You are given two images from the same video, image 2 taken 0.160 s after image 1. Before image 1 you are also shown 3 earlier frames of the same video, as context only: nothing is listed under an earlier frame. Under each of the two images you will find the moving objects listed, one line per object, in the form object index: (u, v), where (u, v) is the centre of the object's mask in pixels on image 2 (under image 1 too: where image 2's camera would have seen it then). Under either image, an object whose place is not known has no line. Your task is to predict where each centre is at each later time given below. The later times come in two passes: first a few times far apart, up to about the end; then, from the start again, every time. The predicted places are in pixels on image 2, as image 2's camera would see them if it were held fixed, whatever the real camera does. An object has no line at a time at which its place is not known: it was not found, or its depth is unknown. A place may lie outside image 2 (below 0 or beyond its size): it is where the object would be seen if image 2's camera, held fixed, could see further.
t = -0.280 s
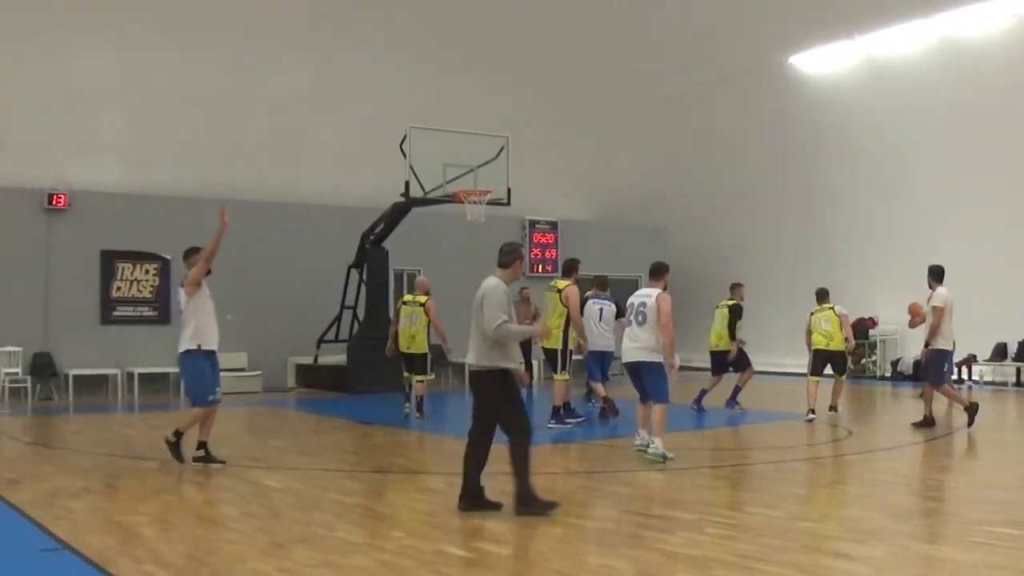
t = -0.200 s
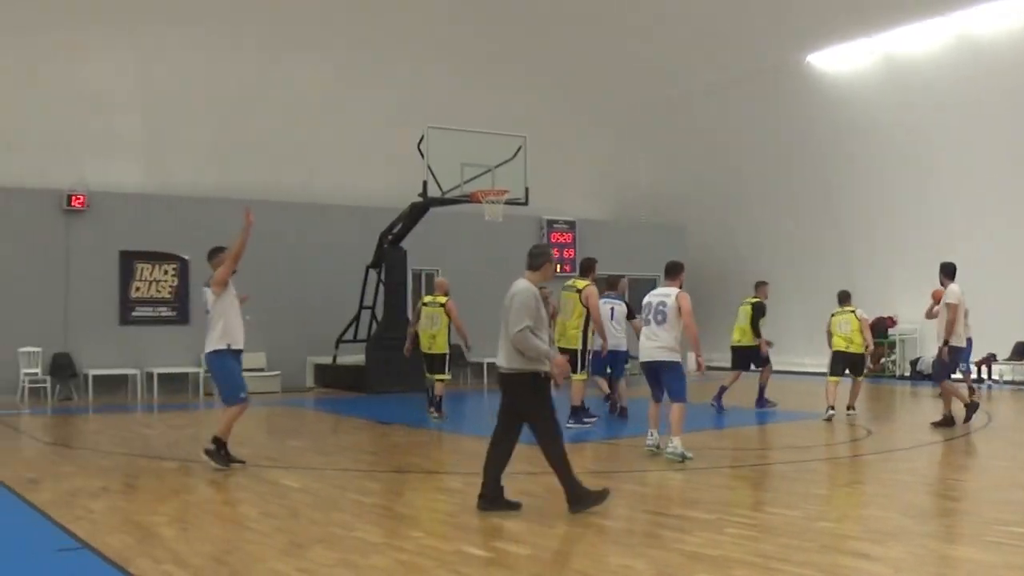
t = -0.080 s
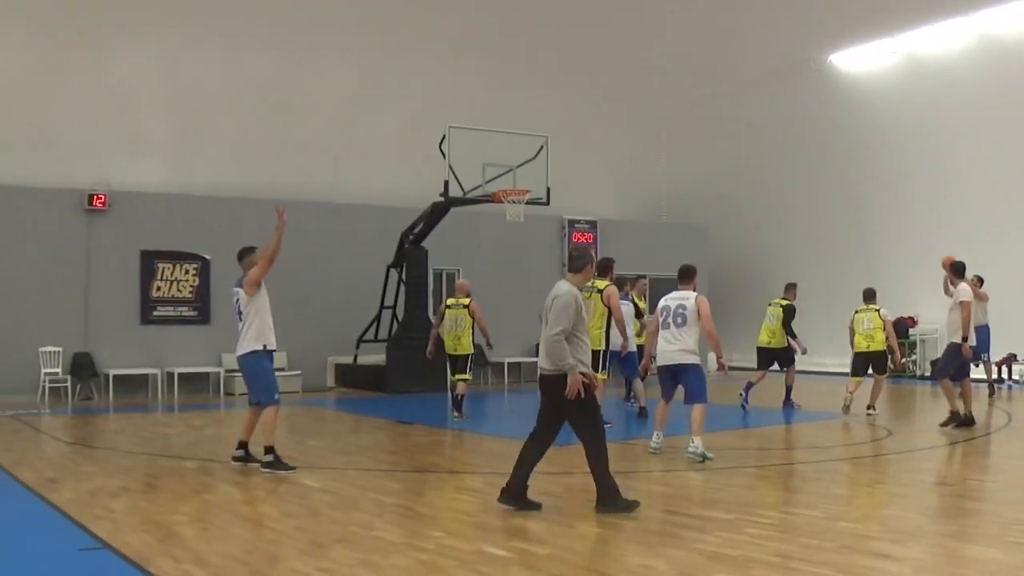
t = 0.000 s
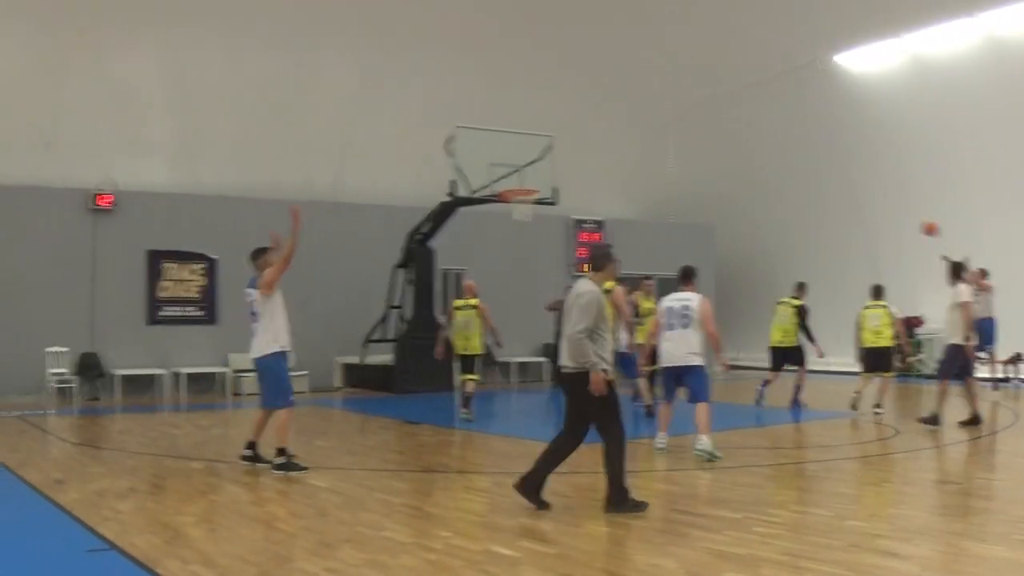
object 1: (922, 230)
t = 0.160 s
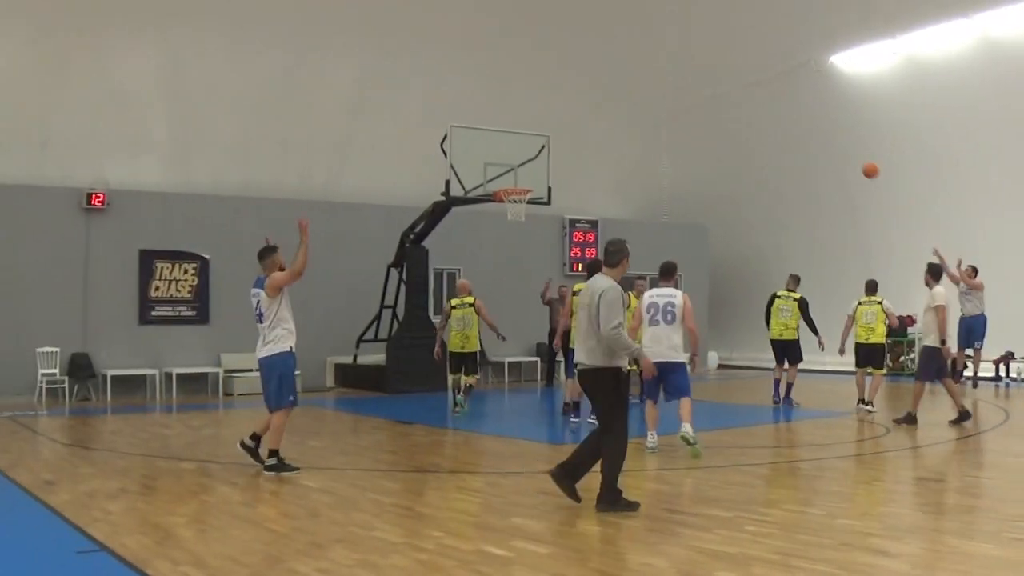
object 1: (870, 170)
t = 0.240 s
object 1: (845, 146)
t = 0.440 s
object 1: (779, 106)
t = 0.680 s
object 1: (696, 94)
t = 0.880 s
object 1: (628, 113)
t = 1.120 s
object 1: (546, 174)
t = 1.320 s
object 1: (575, 174)
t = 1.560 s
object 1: (639, 194)
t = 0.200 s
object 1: (858, 158)
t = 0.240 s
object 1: (845, 146)
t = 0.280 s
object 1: (832, 136)
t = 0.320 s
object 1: (819, 127)
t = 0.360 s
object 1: (805, 119)
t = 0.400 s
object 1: (792, 112)
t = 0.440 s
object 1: (779, 106)
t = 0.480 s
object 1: (765, 102)
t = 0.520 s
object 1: (751, 98)
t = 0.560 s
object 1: (738, 95)
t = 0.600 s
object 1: (724, 93)
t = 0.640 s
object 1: (711, 93)
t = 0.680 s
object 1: (696, 94)
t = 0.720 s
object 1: (683, 95)
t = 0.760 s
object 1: (669, 98)
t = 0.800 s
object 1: (656, 102)
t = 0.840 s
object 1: (642, 108)
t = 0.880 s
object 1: (628, 113)
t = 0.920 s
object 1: (614, 121)
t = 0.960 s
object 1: (600, 129)
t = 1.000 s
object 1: (587, 138)
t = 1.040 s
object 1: (573, 149)
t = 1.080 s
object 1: (559, 161)
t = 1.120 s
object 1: (546, 174)
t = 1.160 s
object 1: (536, 184)
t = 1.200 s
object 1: (545, 180)
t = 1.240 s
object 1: (555, 177)
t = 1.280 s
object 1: (565, 175)
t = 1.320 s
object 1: (575, 174)
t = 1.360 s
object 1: (586, 174)
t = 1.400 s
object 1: (596, 175)
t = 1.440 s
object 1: (606, 178)
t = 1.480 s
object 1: (617, 182)
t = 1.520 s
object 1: (628, 187)
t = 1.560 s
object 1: (639, 194)
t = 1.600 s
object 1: (651, 201)
